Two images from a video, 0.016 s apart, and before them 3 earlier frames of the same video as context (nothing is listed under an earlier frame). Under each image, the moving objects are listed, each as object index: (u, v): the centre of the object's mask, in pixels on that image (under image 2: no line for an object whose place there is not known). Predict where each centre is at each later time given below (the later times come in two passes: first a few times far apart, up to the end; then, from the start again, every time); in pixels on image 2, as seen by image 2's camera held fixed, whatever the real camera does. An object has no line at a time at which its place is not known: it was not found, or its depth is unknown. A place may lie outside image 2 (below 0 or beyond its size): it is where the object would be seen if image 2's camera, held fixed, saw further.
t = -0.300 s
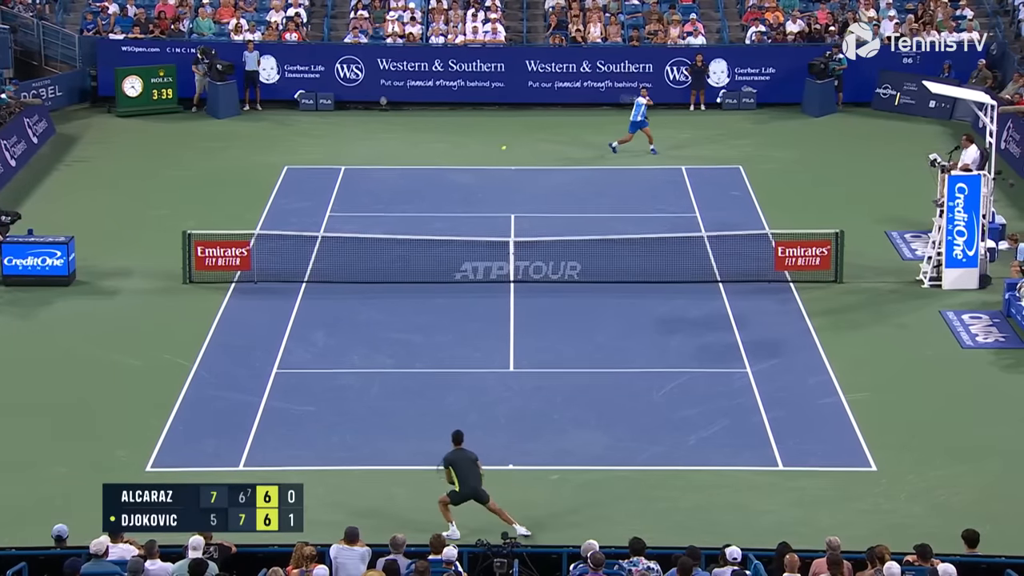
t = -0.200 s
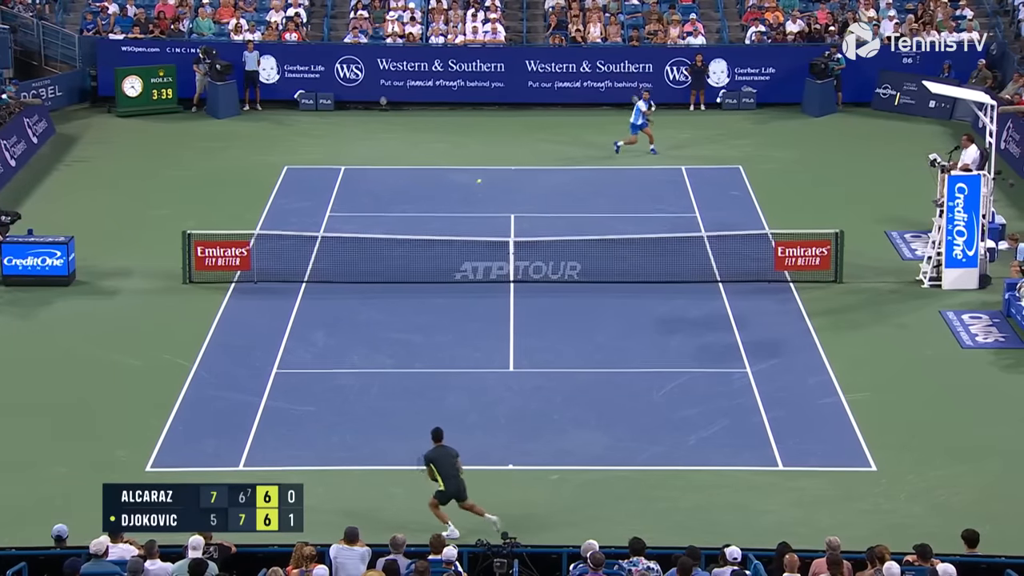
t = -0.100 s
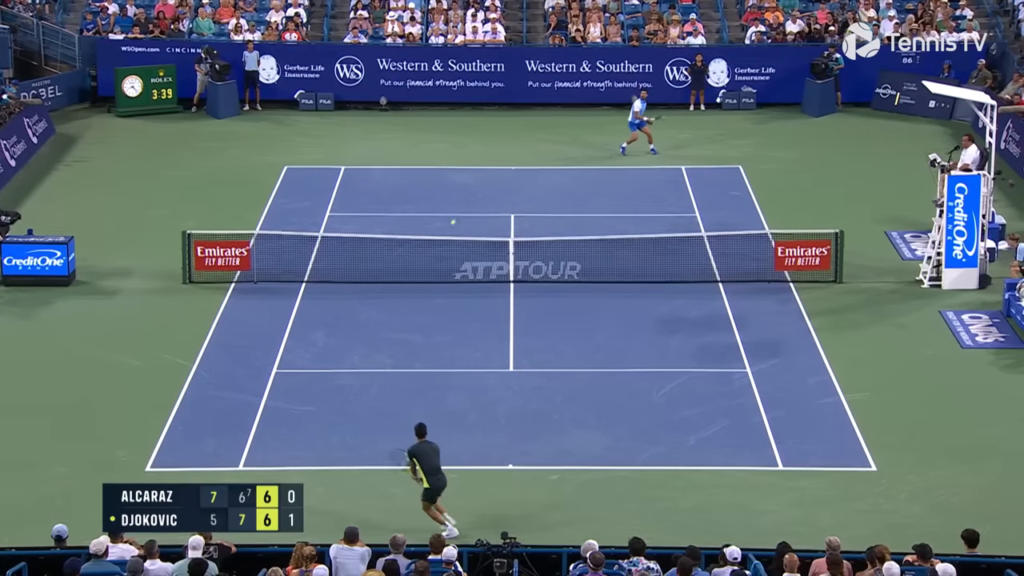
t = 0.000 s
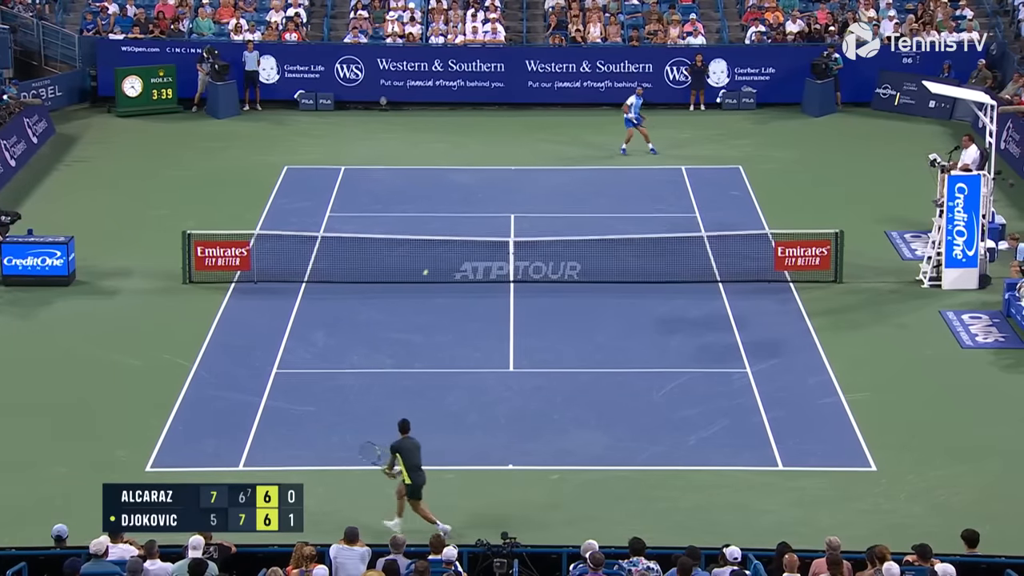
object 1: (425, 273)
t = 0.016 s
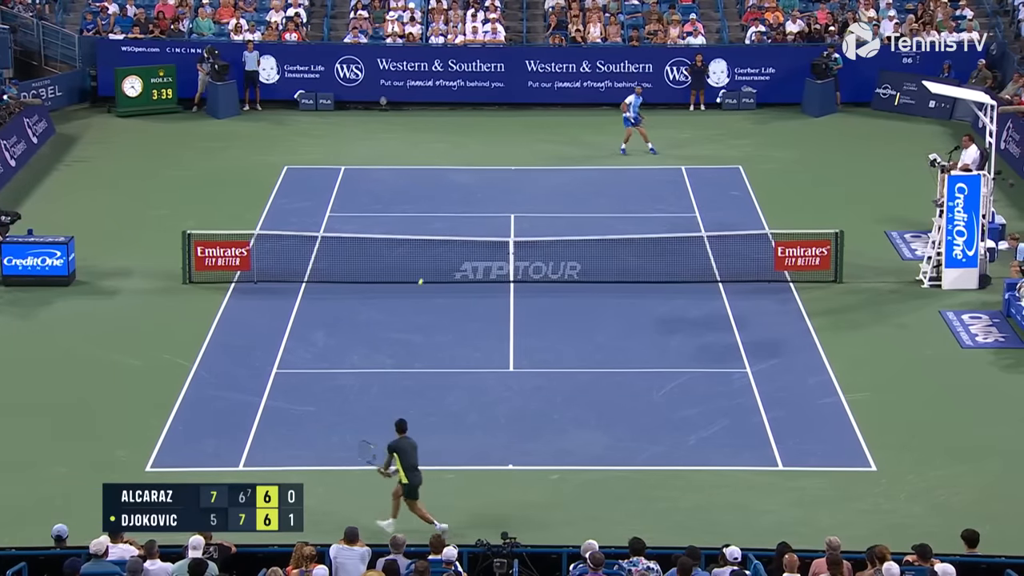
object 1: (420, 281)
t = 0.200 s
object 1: (364, 401)
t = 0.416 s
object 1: (321, 390)
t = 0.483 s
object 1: (307, 391)
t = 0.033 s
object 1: (415, 291)
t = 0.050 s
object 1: (410, 301)
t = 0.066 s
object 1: (405, 311)
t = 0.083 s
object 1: (400, 321)
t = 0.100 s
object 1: (395, 332)
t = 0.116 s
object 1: (390, 343)
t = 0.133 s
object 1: (385, 353)
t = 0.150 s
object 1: (379, 365)
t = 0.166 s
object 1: (374, 376)
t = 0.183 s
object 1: (369, 389)
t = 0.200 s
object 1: (364, 401)
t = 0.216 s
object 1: (359, 406)
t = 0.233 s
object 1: (356, 403)
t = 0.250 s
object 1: (353, 402)
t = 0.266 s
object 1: (350, 399)
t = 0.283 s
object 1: (347, 397)
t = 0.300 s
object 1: (343, 396)
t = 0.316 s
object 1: (340, 394)
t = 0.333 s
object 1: (337, 393)
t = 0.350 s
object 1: (334, 392)
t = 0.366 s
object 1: (331, 391)
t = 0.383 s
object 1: (327, 390)
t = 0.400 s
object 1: (324, 390)
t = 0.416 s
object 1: (321, 390)
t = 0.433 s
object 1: (317, 390)
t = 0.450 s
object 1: (314, 390)
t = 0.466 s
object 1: (311, 390)
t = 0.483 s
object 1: (307, 391)
